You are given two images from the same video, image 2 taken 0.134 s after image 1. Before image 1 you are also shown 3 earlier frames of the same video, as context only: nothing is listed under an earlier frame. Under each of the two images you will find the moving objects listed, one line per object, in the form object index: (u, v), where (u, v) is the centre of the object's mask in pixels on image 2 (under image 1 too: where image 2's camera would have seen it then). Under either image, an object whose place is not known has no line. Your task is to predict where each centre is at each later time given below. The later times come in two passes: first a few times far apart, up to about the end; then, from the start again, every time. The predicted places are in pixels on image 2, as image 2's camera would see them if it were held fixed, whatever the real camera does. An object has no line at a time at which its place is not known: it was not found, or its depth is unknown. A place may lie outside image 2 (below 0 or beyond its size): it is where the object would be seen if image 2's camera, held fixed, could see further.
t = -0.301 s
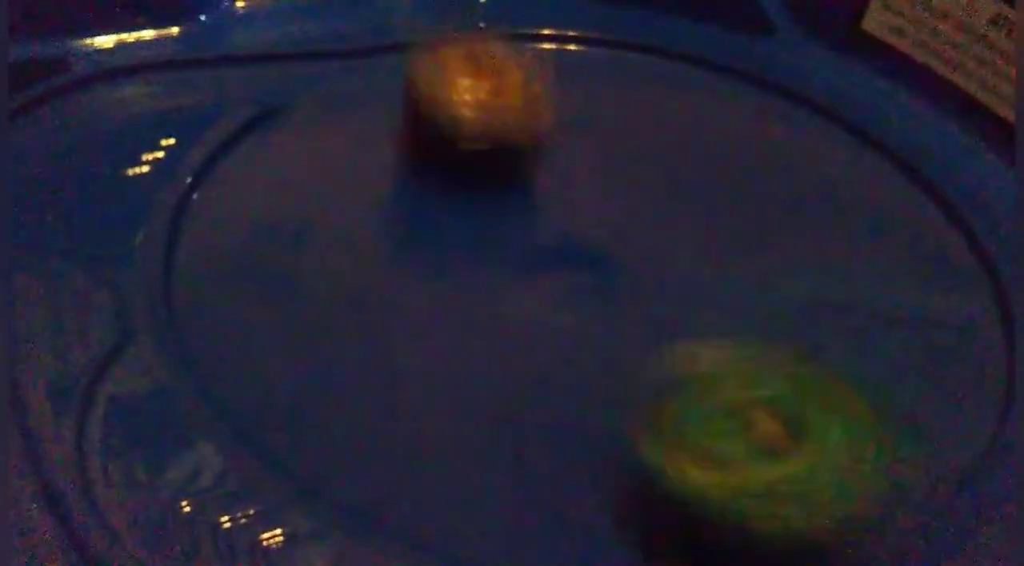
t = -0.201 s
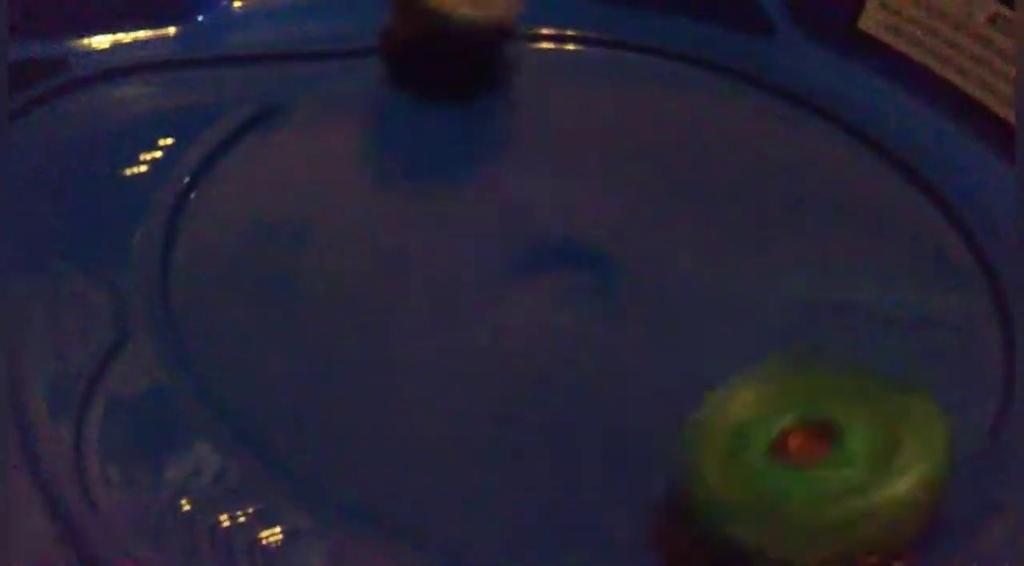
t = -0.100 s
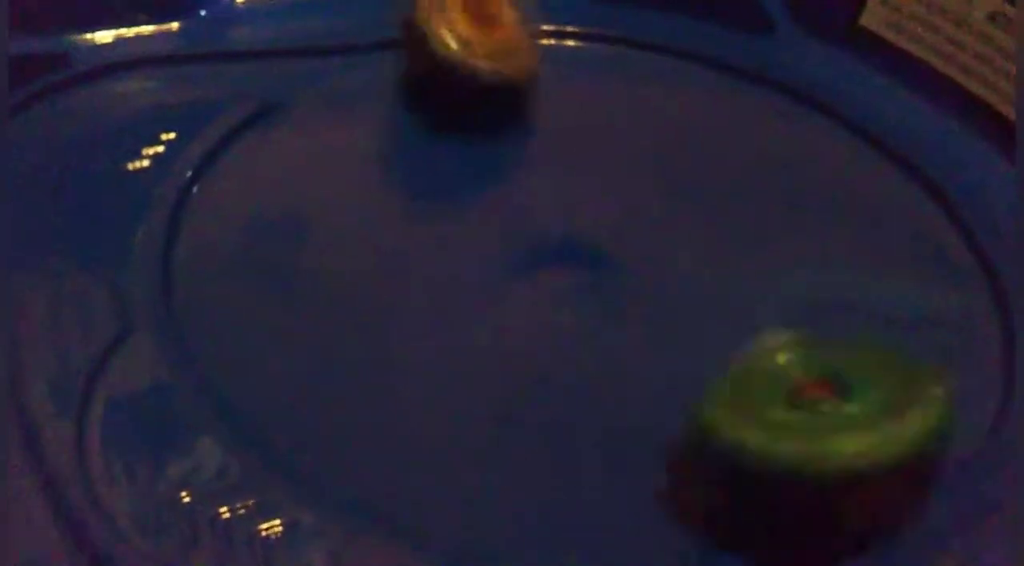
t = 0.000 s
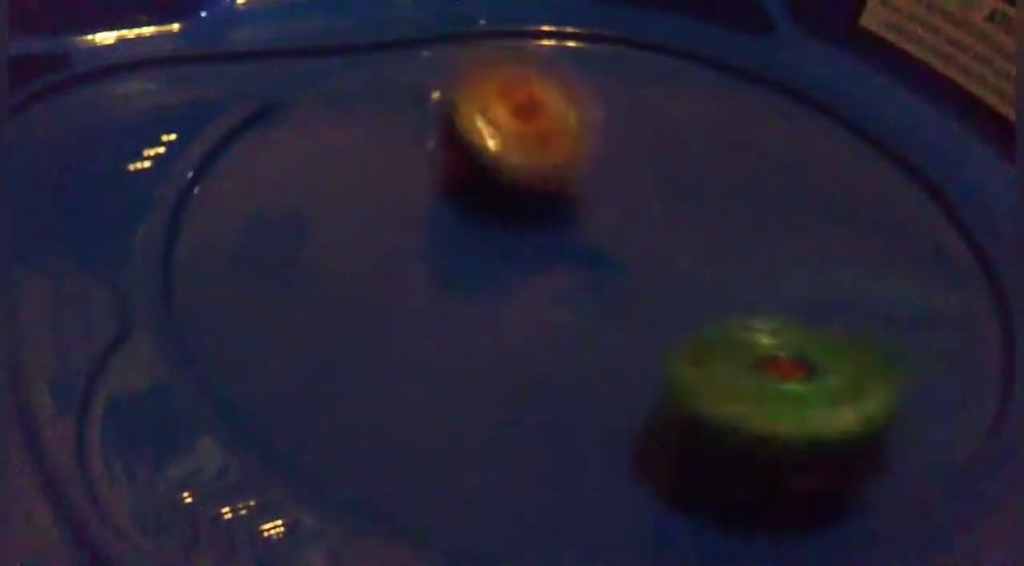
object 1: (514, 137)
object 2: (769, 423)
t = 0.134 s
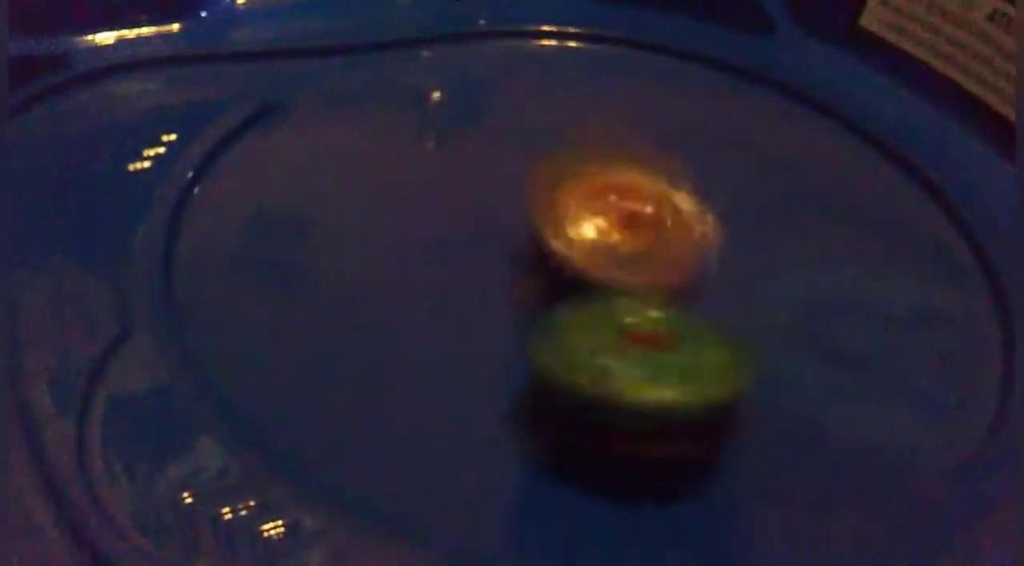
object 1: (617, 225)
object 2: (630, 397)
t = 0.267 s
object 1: (762, 188)
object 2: (498, 405)
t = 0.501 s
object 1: (848, 125)
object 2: (373, 318)
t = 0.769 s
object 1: (647, 227)
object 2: (393, 200)
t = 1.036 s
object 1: (612, 434)
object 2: (504, 138)
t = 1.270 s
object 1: (630, 488)
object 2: (639, 133)
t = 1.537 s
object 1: (546, 405)
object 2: (761, 196)
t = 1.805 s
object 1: (420, 196)
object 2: (771, 307)
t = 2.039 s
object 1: (324, 84)
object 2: (644, 373)
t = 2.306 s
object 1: (418, 148)
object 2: (449, 333)
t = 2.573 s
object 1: (694, 169)
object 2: (385, 223)
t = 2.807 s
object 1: (815, 130)
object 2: (448, 147)
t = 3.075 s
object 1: (705, 201)
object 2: (567, 115)
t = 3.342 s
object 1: (688, 385)
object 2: (684, 151)
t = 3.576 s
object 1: (691, 452)
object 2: (735, 231)
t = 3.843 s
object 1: (474, 348)
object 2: (735, 299)
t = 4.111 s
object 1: (322, 208)
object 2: (646, 321)
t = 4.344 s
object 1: (351, 102)
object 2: (525, 319)
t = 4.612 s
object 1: (484, 70)
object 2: (446, 287)
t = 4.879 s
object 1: (652, 111)
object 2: (465, 224)
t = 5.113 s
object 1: (773, 196)
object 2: (493, 170)
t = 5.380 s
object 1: (811, 327)
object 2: (522, 154)
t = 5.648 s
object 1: (684, 407)
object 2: (607, 193)
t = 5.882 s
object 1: (504, 368)
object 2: (678, 235)
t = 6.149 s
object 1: (401, 266)
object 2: (702, 256)
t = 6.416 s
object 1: (411, 182)
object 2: (618, 284)
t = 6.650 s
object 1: (487, 145)
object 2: (536, 303)
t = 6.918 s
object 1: (586, 136)
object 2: (513, 303)
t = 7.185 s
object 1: (662, 174)
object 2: (482, 257)
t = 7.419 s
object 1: (727, 192)
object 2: (453, 245)
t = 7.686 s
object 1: (702, 261)
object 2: (473, 210)
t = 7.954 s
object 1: (659, 326)
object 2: (481, 185)
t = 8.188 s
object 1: (631, 339)
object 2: (511, 178)
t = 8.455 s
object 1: (620, 339)
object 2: (517, 202)
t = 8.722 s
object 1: (561, 297)
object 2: (509, 177)
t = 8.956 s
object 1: (544, 276)
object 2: (465, 175)
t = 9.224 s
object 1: (564, 285)
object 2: (503, 165)
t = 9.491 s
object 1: (573, 308)
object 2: (552, 182)
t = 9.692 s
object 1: (581, 303)
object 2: (556, 176)
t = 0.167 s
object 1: (653, 229)
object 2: (598, 411)
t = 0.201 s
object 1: (691, 222)
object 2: (562, 413)
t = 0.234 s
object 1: (728, 203)
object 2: (527, 408)
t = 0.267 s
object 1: (762, 188)
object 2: (498, 405)
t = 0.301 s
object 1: (790, 174)
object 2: (473, 396)
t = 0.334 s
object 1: (819, 158)
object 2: (447, 385)
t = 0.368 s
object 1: (845, 146)
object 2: (424, 373)
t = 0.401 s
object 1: (867, 134)
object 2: (407, 360)
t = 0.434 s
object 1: (874, 123)
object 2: (392, 346)
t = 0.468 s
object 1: (869, 124)
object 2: (380, 335)
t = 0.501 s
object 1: (848, 125)
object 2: (373, 318)
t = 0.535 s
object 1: (825, 132)
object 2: (365, 299)
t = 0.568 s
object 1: (798, 139)
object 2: (362, 283)
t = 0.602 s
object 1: (771, 150)
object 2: (362, 270)
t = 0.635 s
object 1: (742, 162)
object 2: (364, 253)
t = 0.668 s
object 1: (715, 177)
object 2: (366, 242)
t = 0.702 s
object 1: (690, 192)
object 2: (375, 226)
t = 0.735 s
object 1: (667, 209)
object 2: (383, 213)
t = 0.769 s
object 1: (647, 227)
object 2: (393, 200)
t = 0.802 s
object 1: (630, 249)
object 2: (405, 190)
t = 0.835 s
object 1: (620, 270)
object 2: (415, 179)
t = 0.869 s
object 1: (612, 295)
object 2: (427, 170)
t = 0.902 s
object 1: (606, 324)
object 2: (442, 161)
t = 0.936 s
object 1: (606, 352)
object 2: (458, 154)
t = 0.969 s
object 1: (606, 375)
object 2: (474, 147)
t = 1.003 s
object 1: (606, 399)
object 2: (489, 142)
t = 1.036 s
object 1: (612, 434)
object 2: (504, 138)
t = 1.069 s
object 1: (618, 456)
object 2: (521, 134)
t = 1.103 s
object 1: (628, 468)
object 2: (541, 129)
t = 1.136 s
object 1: (648, 476)
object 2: (561, 128)
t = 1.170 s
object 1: (661, 487)
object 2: (581, 127)
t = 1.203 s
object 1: (657, 491)
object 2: (600, 127)
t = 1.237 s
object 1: (647, 490)
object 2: (618, 131)
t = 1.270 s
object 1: (630, 488)
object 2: (639, 133)
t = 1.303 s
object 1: (608, 487)
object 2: (658, 137)
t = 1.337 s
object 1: (589, 484)
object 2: (678, 143)
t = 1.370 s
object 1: (571, 481)
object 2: (692, 148)
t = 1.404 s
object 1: (562, 475)
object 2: (707, 156)
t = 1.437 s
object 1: (561, 468)
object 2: (724, 164)
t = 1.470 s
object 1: (558, 457)
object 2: (738, 173)
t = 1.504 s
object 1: (555, 433)
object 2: (751, 184)
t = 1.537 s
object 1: (546, 405)
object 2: (761, 196)
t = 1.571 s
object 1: (534, 377)
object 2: (771, 208)
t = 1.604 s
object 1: (518, 348)
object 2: (780, 219)
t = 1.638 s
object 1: (501, 320)
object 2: (784, 235)
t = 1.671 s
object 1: (484, 295)
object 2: (786, 250)
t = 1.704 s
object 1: (467, 270)
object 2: (787, 262)
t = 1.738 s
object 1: (451, 244)
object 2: (785, 278)
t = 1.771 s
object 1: (435, 220)
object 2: (781, 290)
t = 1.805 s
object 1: (420, 196)
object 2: (771, 307)
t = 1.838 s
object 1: (405, 177)
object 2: (762, 320)
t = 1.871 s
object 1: (390, 159)
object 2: (750, 331)
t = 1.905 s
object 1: (377, 139)
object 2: (734, 342)
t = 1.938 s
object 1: (363, 121)
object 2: (712, 353)
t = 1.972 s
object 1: (351, 104)
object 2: (690, 362)
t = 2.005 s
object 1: (336, 92)
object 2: (665, 367)
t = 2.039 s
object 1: (324, 84)
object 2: (644, 373)
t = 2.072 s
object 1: (313, 79)
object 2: (616, 376)
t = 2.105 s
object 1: (306, 80)
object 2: (587, 375)
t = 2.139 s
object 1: (306, 88)
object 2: (563, 372)
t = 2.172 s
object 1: (314, 97)
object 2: (540, 368)
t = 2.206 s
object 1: (330, 110)
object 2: (513, 362)
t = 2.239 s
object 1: (353, 123)
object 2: (489, 354)
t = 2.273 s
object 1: (383, 138)
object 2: (471, 343)
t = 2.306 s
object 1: (418, 148)
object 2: (449, 333)
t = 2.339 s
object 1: (456, 153)
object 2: (434, 321)
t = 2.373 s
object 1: (491, 155)
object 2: (416, 306)
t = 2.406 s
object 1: (529, 165)
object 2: (404, 292)
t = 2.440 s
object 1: (560, 169)
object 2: (396, 280)
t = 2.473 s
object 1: (595, 171)
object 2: (389, 264)
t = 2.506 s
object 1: (632, 174)
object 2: (386, 252)
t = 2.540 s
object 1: (664, 171)
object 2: (384, 238)
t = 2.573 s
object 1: (694, 169)
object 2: (385, 223)
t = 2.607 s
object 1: (728, 168)
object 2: (389, 210)
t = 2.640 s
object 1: (755, 164)
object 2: (396, 196)
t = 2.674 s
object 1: (775, 159)
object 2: (401, 183)
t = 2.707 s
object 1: (796, 151)
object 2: (413, 174)
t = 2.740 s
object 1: (810, 143)
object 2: (424, 162)
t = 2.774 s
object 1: (817, 137)
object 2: (436, 154)
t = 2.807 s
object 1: (815, 130)
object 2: (448, 147)
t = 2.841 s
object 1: (808, 128)
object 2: (464, 139)
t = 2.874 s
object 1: (798, 129)
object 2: (478, 133)
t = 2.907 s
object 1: (779, 134)
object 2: (495, 128)
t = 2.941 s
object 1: (763, 141)
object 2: (509, 126)
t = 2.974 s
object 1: (742, 153)
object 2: (527, 122)
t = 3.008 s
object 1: (721, 166)
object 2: (546, 122)
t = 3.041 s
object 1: (709, 183)
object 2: (557, 119)
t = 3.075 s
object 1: (705, 201)
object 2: (567, 115)
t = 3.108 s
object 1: (701, 231)
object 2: (581, 111)
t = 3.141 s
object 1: (697, 255)
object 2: (599, 113)
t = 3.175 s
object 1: (697, 279)
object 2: (611, 116)
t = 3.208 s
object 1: (696, 300)
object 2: (628, 120)
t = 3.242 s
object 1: (694, 320)
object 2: (645, 128)
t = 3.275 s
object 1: (692, 345)
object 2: (658, 134)
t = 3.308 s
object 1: (691, 366)
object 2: (670, 141)
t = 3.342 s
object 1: (688, 385)
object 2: (684, 151)
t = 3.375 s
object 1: (686, 406)
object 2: (696, 158)
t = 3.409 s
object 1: (686, 423)
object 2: (703, 169)
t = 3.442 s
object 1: (686, 438)
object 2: (713, 182)
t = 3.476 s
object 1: (688, 448)
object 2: (722, 197)
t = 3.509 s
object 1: (690, 453)
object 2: (726, 207)
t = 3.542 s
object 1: (693, 454)
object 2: (730, 219)
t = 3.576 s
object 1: (691, 452)
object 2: (735, 231)
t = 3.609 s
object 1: (681, 444)
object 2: (731, 241)
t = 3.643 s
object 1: (673, 428)
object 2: (733, 248)
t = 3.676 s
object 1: (657, 411)
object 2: (732, 257)
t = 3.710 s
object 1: (640, 397)
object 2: (734, 261)
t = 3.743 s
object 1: (597, 384)
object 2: (743, 271)
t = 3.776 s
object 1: (547, 372)
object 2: (745, 281)
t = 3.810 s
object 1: (507, 361)
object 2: (739, 291)
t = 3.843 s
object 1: (474, 348)
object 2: (735, 299)
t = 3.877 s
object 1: (444, 333)
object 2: (733, 301)
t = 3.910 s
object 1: (415, 318)
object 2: (727, 305)
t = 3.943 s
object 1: (393, 302)
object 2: (718, 311)
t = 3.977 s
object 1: (371, 285)
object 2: (706, 313)
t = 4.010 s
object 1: (351, 266)
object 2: (692, 315)
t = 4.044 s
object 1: (338, 251)
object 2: (677, 318)
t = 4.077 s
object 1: (328, 229)
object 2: (662, 320)
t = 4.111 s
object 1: (322, 208)
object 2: (646, 321)
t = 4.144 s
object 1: (319, 191)
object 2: (629, 323)
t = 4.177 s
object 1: (318, 176)
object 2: (608, 326)
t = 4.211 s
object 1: (321, 158)
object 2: (592, 324)
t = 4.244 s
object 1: (325, 143)
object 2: (575, 324)
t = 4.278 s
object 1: (331, 128)
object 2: (558, 322)
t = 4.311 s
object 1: (341, 114)
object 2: (540, 320)
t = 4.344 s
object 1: (351, 102)
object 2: (525, 319)
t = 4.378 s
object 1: (362, 91)
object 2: (510, 315)
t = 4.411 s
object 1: (376, 81)
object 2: (496, 313)
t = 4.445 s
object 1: (392, 76)
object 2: (481, 311)
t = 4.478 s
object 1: (408, 73)
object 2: (470, 307)
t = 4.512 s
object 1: (425, 70)
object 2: (459, 300)
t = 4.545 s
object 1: (442, 68)
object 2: (452, 297)
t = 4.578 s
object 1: (463, 70)
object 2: (447, 293)
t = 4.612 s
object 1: (484, 70)
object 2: (446, 287)
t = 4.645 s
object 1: (503, 70)
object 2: (448, 284)
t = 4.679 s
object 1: (524, 72)
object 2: (448, 276)
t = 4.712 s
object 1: (545, 74)
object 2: (450, 268)
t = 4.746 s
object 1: (569, 79)
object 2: (452, 260)
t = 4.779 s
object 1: (590, 86)
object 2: (455, 250)
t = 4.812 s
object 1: (613, 94)
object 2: (457, 240)
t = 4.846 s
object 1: (632, 99)
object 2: (462, 230)
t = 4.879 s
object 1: (652, 111)
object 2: (465, 224)
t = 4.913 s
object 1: (673, 121)
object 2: (468, 213)
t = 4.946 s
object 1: (691, 130)
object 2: (473, 205)
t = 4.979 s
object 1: (709, 141)
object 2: (474, 197)
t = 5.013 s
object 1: (725, 155)
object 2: (481, 189)
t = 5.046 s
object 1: (740, 167)
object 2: (483, 181)
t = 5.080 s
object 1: (757, 179)
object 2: (491, 174)
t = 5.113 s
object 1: (773, 196)
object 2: (493, 170)
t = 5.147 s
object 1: (786, 209)
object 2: (496, 163)
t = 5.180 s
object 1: (796, 225)
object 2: (499, 158)
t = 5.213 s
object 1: (803, 241)
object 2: (504, 153)
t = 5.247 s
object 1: (811, 260)
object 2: (506, 150)
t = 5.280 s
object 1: (812, 280)
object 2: (510, 147)
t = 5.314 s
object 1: (816, 295)
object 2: (512, 148)
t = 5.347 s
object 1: (816, 311)
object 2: (516, 148)
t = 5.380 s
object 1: (811, 327)
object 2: (522, 154)
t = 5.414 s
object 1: (807, 341)
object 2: (529, 156)
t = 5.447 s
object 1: (798, 353)
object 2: (541, 161)
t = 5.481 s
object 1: (786, 365)
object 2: (548, 165)
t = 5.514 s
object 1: (772, 383)
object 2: (560, 173)
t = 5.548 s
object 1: (752, 392)
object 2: (570, 176)
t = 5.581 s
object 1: (732, 399)
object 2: (584, 182)
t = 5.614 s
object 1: (711, 404)
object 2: (592, 187)
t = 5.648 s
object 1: (684, 407)
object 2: (607, 193)
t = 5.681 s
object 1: (657, 408)
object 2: (616, 198)
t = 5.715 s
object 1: (628, 407)
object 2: (630, 205)
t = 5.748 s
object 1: (600, 403)
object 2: (638, 209)
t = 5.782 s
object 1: (576, 397)
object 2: (651, 217)
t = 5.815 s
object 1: (550, 390)
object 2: (660, 220)
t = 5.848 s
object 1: (526, 381)
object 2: (672, 230)
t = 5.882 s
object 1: (504, 368)
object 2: (678, 235)
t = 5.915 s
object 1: (483, 359)
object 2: (690, 241)
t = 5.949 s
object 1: (465, 347)
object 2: (697, 245)
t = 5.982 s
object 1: (448, 333)
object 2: (706, 247)
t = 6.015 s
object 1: (434, 320)
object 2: (708, 253)
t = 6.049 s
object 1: (422, 306)
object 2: (711, 249)
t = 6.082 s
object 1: (411, 296)
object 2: (709, 254)
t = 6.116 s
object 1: (404, 279)
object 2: (706, 253)
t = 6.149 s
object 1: (401, 266)
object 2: (702, 256)
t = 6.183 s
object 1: (398, 253)
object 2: (694, 255)
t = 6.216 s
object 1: (396, 240)
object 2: (685, 260)
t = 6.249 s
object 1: (394, 228)
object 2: (674, 262)
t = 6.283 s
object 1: (395, 216)
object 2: (664, 265)
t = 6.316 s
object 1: (396, 204)
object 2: (651, 269)
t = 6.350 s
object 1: (399, 195)
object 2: (640, 274)
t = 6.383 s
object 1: (402, 187)
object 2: (630, 278)
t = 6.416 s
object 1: (411, 182)
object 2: (618, 284)
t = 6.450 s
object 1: (417, 178)
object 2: (604, 287)
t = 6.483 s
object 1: (425, 170)
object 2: (592, 292)
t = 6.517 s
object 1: (433, 165)
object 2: (580, 295)
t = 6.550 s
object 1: (444, 162)
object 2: (568, 298)
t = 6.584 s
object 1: (455, 159)
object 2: (555, 300)
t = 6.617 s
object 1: (471, 154)
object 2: (547, 304)
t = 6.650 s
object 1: (487, 145)
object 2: (536, 303)
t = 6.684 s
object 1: (505, 143)
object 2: (531, 307)
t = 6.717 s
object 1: (522, 141)
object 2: (521, 308)
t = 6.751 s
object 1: (537, 139)
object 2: (519, 310)
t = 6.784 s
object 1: (552, 138)
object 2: (516, 309)
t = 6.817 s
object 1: (562, 134)
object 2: (512, 309)
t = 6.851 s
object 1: (570, 134)
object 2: (514, 307)
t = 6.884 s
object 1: (576, 134)
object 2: (513, 305)
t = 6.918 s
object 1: (586, 136)
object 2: (513, 303)
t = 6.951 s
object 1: (593, 136)
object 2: (514, 294)
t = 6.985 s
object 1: (602, 137)
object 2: (516, 287)
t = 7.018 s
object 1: (610, 139)
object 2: (515, 279)
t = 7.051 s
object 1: (616, 145)
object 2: (515, 275)
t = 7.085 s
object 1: (623, 150)
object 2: (514, 264)
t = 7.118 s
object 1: (638, 164)
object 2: (504, 261)
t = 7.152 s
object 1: (651, 168)
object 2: (494, 257)
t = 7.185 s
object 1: (662, 174)
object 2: (482, 257)
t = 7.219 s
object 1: (678, 176)
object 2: (473, 251)
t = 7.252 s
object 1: (694, 179)
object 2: (467, 251)
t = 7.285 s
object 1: (709, 183)
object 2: (462, 248)
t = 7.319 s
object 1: (719, 187)
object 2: (454, 247)
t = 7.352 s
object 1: (725, 185)
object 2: (453, 246)
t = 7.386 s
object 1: (727, 187)
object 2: (452, 245)
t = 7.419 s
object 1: (727, 192)
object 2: (453, 245)
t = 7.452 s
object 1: (725, 194)
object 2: (455, 242)
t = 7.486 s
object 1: (722, 198)
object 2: (459, 241)
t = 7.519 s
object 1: (716, 207)
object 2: (462, 239)
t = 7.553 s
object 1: (710, 211)
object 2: (471, 237)
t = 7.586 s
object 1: (696, 220)
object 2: (476, 231)
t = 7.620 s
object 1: (685, 228)
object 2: (483, 228)
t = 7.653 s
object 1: (687, 242)
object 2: (477, 223)
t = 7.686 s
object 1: (702, 261)
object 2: (473, 210)
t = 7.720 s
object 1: (711, 279)
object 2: (470, 203)
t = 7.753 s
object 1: (711, 289)
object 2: (469, 200)
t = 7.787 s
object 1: (709, 304)
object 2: (472, 192)
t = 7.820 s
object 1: (704, 312)
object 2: (474, 189)
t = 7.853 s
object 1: (698, 318)
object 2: (474, 186)
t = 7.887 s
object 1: (687, 325)
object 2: (479, 184)
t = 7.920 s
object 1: (672, 327)
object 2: (480, 183)
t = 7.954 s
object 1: (659, 326)
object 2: (481, 185)
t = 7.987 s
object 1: (642, 325)
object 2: (486, 182)
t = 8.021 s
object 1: (631, 318)
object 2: (494, 185)
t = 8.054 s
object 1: (621, 311)
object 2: (494, 186)
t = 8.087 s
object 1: (612, 304)
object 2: (500, 188)
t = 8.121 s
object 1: (616, 311)
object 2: (505, 182)
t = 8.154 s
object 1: (628, 328)
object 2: (510, 182)
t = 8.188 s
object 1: (631, 339)
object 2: (511, 178)
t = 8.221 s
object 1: (629, 338)
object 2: (519, 177)
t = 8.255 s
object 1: (628, 339)
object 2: (524, 181)
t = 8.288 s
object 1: (626, 342)
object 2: (529, 187)
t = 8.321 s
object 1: (629, 341)
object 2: (531, 196)
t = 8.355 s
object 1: (633, 342)
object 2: (531, 194)
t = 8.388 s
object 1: (636, 342)
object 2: (523, 199)
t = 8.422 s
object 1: (632, 340)
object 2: (518, 200)
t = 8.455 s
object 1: (620, 339)
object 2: (517, 202)
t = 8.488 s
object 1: (610, 337)
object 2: (511, 204)
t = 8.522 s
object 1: (608, 336)
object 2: (512, 199)
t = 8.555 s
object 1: (599, 330)
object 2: (509, 198)
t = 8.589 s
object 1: (586, 321)
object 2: (510, 193)
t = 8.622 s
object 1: (574, 311)
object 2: (512, 191)
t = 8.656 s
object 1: (567, 307)
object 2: (513, 190)
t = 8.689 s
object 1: (567, 301)
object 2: (511, 184)
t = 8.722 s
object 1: (561, 297)
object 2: (509, 177)
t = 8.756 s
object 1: (547, 295)
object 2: (507, 173)
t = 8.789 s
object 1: (540, 291)
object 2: (499, 171)
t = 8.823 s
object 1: (540, 289)
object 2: (492, 169)
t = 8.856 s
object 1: (541, 288)
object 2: (485, 173)
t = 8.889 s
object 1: (542, 284)
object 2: (477, 173)
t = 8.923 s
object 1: (544, 280)
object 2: (470, 177)
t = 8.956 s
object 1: (544, 276)
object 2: (465, 175)
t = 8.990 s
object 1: (546, 276)
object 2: (468, 174)
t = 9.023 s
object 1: (549, 274)
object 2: (467, 170)
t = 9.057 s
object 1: (546, 275)
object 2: (472, 168)
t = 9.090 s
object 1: (548, 277)
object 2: (475, 168)
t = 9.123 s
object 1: (551, 278)
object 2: (485, 167)
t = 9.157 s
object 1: (557, 282)
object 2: (491, 169)
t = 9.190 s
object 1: (564, 285)
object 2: (495, 167)
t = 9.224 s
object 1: (564, 285)
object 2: (503, 165)
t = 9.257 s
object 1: (561, 285)
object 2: (503, 164)
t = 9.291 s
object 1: (559, 288)
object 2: (514, 165)
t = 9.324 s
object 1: (561, 287)
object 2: (516, 165)
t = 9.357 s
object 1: (566, 293)
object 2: (525, 173)
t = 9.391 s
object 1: (566, 298)
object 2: (531, 175)
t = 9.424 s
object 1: (569, 299)
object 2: (542, 177)
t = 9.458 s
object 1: (568, 300)
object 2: (548, 178)
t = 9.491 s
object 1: (573, 308)
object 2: (552, 182)
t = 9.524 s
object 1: (572, 309)
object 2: (556, 183)
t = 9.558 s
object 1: (573, 307)
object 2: (555, 180)
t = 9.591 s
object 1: (577, 305)
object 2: (559, 179)
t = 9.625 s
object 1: (581, 305)
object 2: (558, 180)
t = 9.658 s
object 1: (582, 302)
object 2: (559, 181)
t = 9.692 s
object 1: (581, 303)
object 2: (556, 176)
